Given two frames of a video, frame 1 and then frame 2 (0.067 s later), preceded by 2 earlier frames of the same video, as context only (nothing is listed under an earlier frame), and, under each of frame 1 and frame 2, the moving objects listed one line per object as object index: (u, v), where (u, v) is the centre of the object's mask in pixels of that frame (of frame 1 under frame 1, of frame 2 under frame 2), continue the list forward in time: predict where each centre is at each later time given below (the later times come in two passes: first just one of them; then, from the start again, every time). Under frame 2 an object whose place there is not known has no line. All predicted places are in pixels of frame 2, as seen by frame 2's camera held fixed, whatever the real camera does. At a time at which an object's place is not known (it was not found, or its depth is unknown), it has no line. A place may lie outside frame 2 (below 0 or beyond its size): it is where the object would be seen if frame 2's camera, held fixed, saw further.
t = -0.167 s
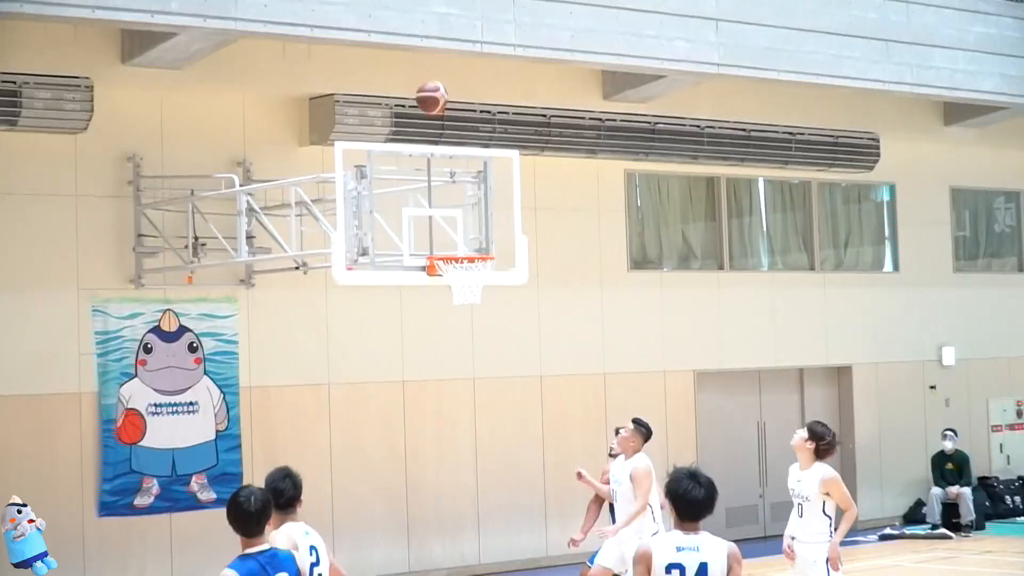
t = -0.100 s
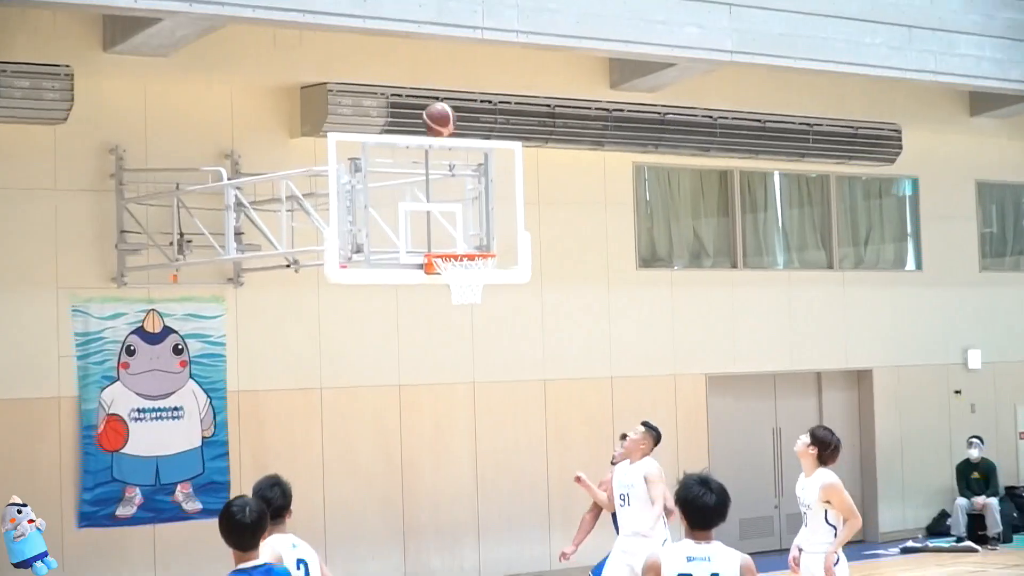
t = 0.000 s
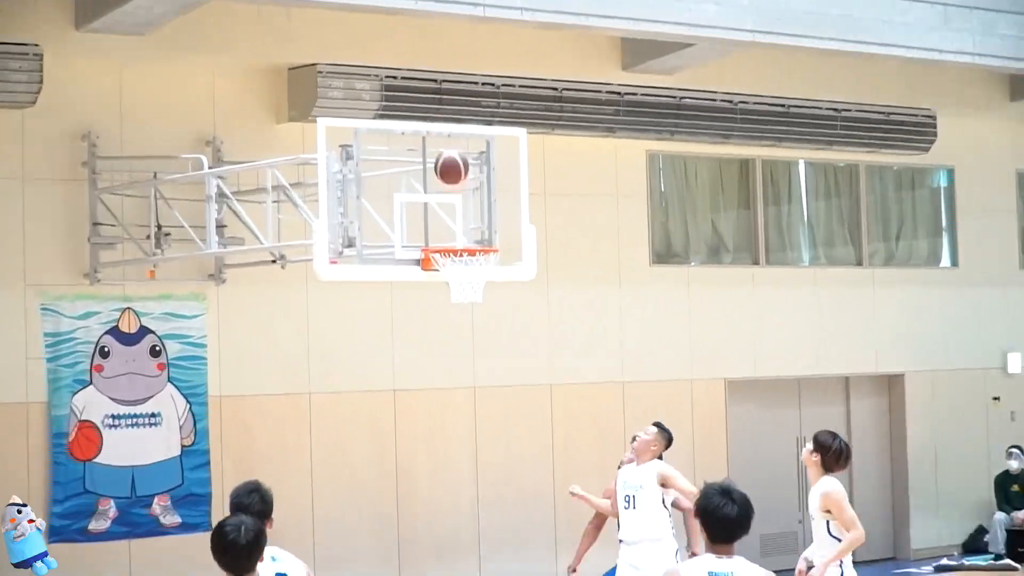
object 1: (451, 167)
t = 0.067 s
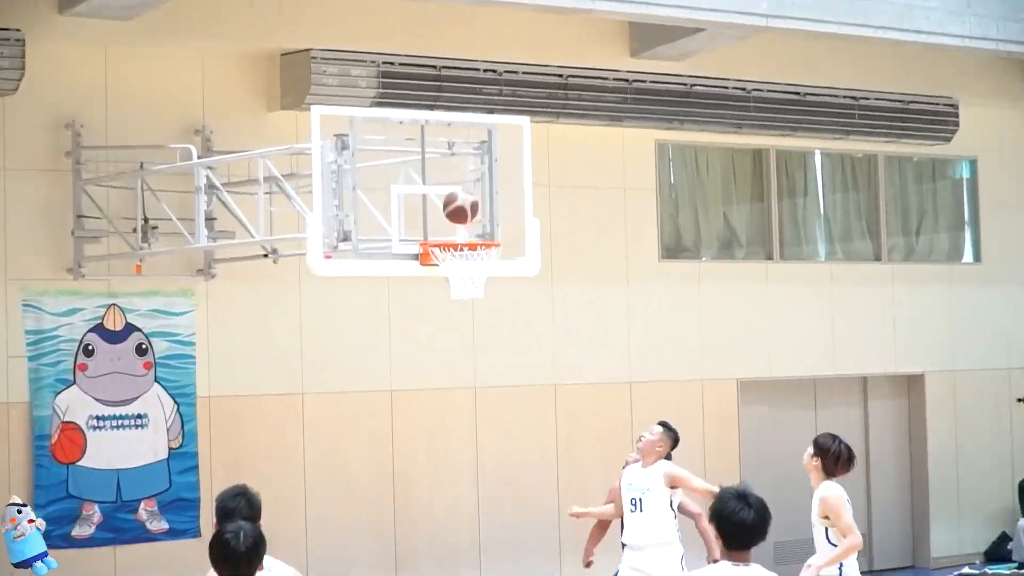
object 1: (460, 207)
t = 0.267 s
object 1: (511, 177)
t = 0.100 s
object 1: (465, 229)
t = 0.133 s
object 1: (468, 217)
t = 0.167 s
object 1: (478, 205)
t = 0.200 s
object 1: (489, 194)
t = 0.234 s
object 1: (500, 185)
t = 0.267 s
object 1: (511, 177)
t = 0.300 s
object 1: (523, 173)
